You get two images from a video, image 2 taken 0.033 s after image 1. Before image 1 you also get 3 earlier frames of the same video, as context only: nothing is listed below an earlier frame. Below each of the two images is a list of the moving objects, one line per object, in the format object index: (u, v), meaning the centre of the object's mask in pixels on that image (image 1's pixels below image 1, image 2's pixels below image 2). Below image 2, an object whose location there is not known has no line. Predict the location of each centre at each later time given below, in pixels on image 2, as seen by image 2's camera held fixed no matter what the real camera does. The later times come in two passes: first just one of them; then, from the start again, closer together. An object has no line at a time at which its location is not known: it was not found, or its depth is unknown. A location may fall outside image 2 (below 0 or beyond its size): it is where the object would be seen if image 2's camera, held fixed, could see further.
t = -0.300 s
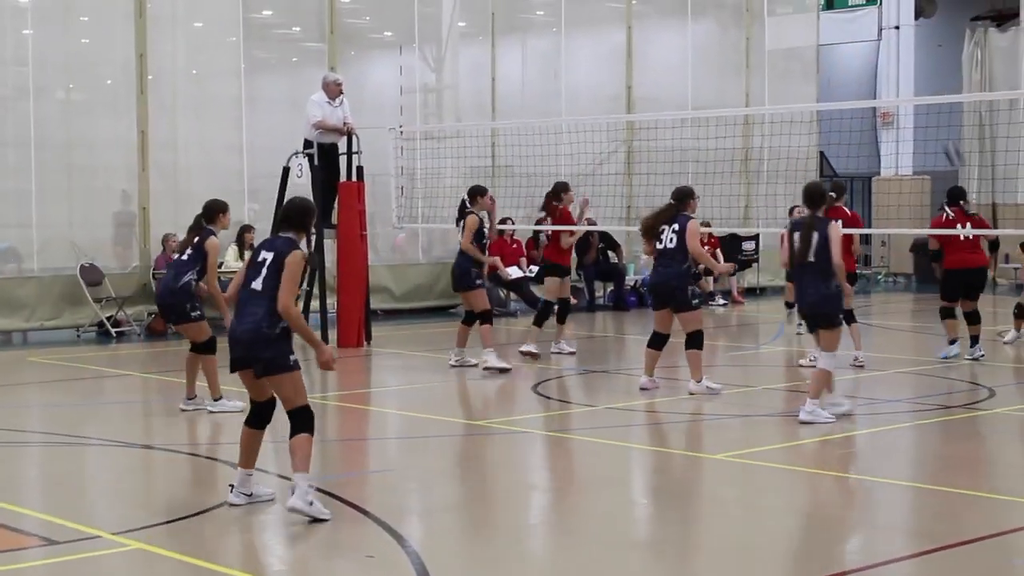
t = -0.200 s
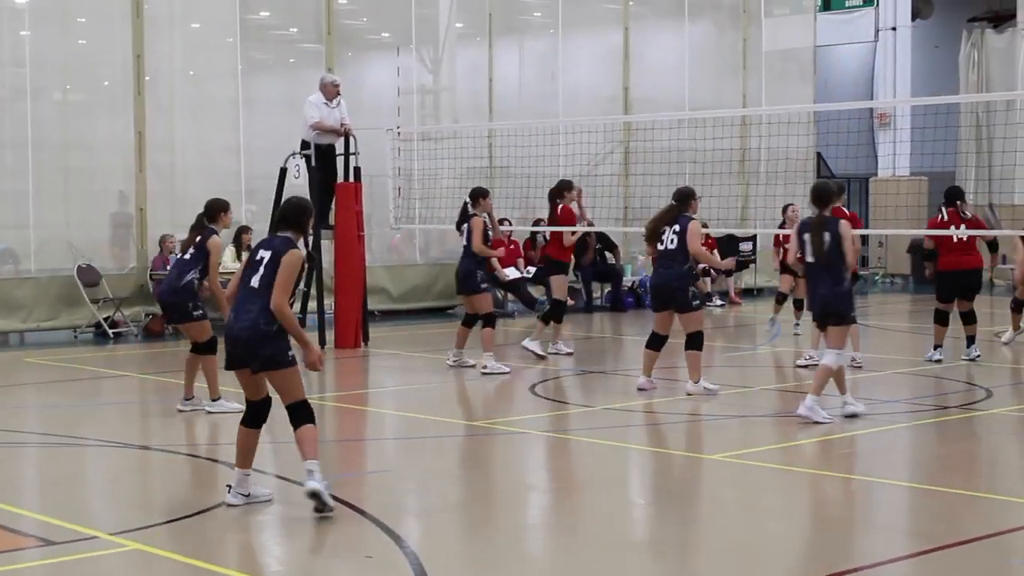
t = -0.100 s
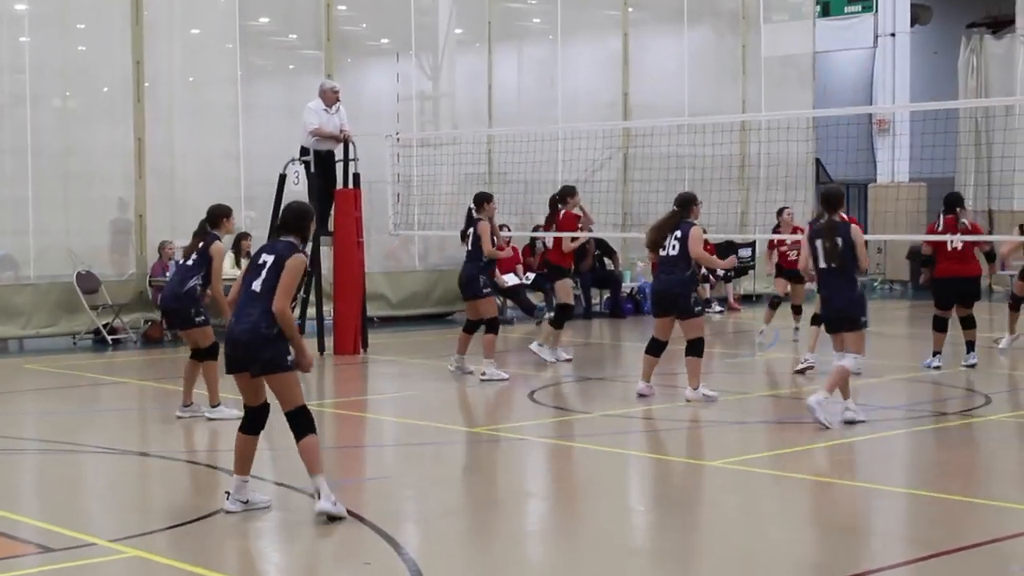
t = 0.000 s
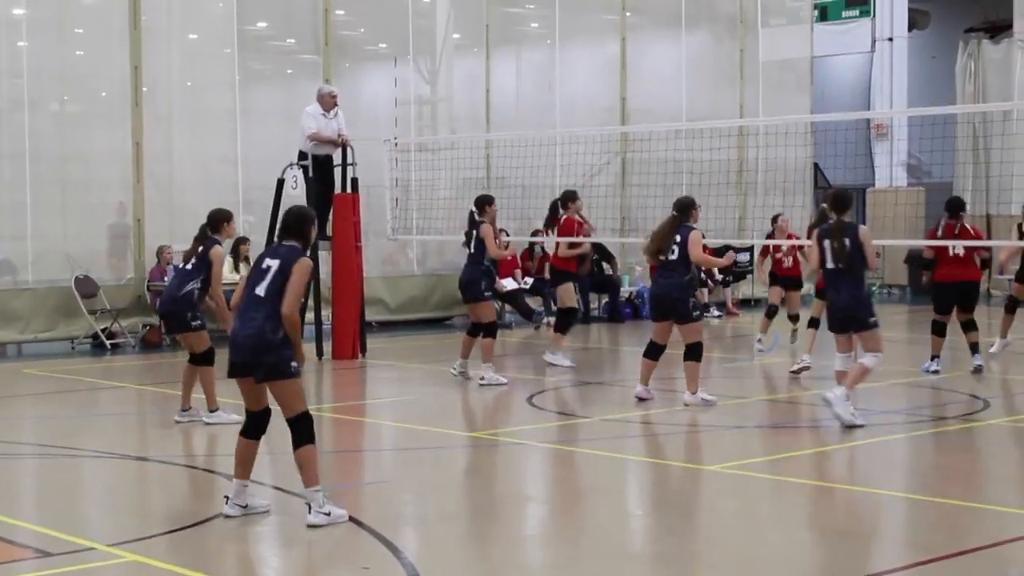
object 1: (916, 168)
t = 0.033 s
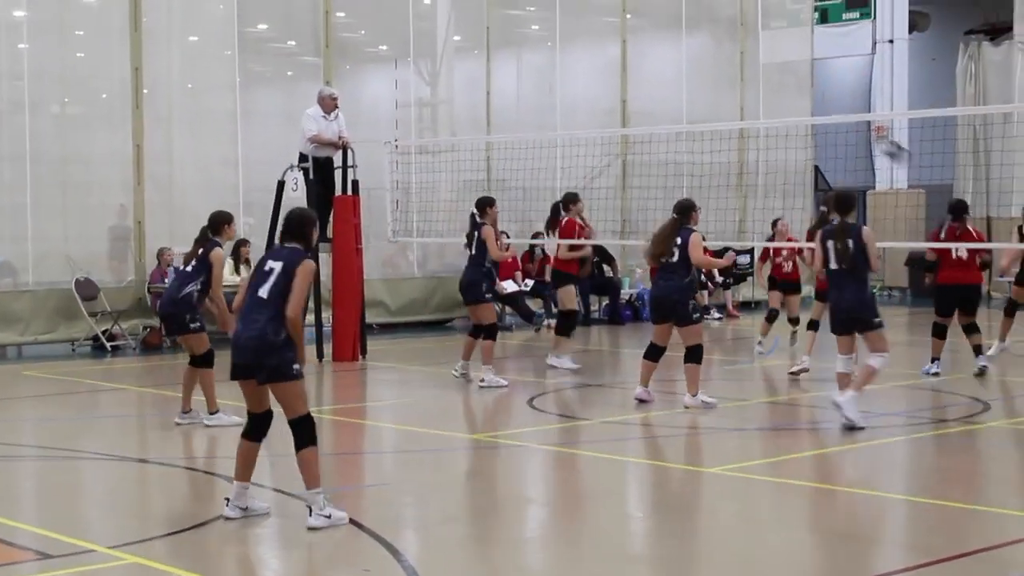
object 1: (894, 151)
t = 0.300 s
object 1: (717, 34)
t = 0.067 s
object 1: (876, 135)
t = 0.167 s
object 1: (809, 86)
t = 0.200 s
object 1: (788, 73)
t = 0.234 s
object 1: (766, 57)
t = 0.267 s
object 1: (741, 44)
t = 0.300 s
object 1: (717, 34)
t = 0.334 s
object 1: (693, 25)
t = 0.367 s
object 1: (668, 15)
